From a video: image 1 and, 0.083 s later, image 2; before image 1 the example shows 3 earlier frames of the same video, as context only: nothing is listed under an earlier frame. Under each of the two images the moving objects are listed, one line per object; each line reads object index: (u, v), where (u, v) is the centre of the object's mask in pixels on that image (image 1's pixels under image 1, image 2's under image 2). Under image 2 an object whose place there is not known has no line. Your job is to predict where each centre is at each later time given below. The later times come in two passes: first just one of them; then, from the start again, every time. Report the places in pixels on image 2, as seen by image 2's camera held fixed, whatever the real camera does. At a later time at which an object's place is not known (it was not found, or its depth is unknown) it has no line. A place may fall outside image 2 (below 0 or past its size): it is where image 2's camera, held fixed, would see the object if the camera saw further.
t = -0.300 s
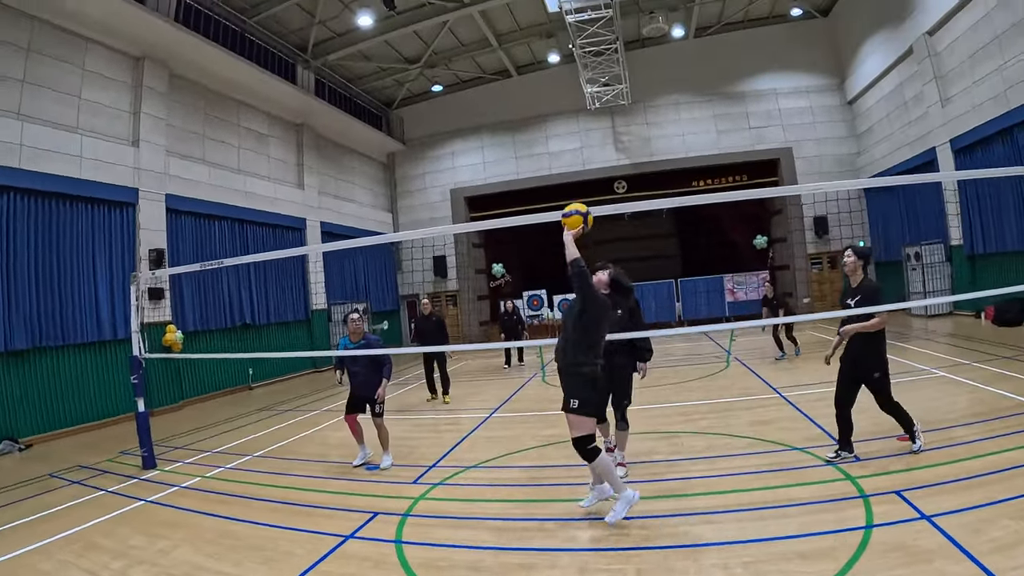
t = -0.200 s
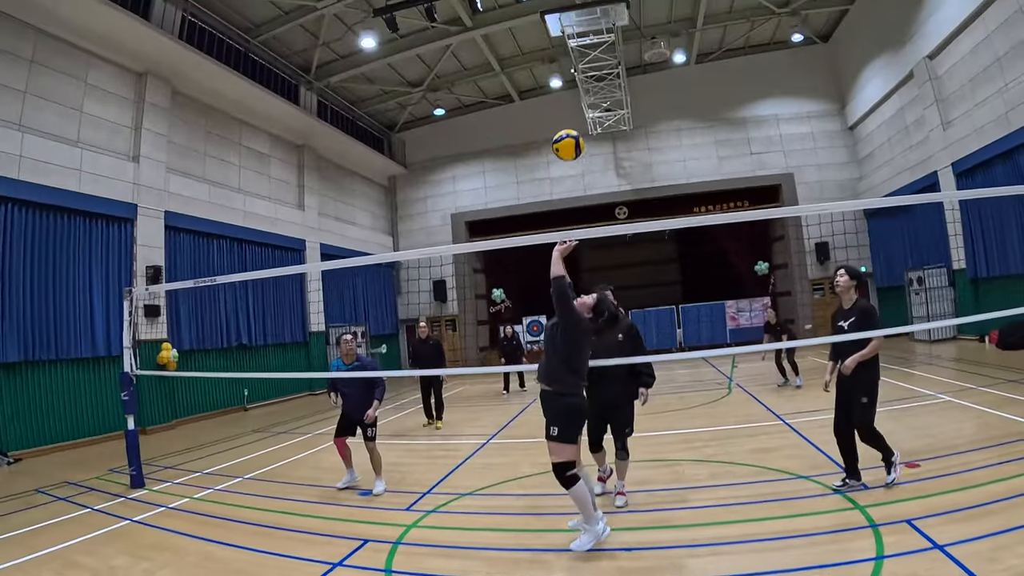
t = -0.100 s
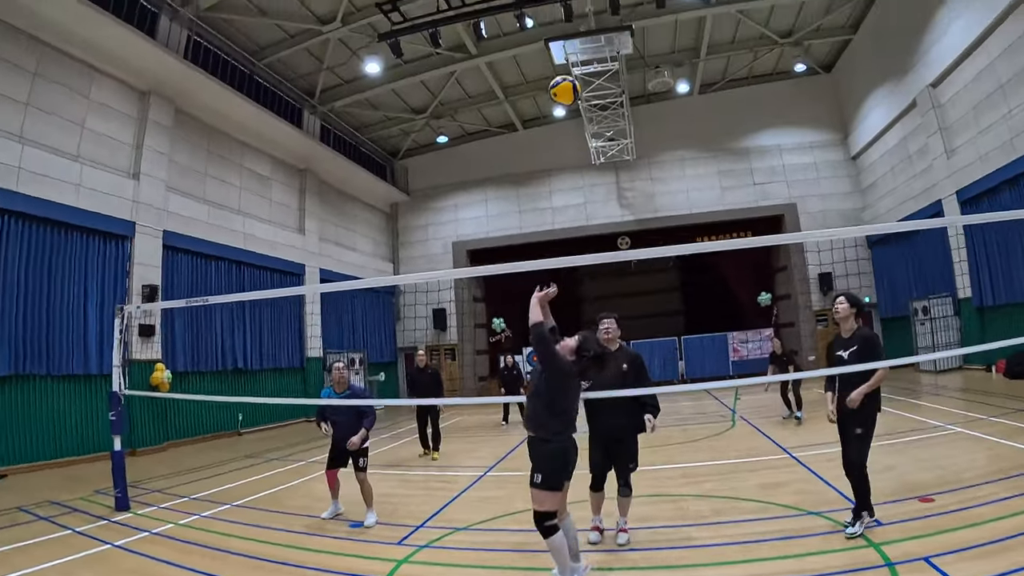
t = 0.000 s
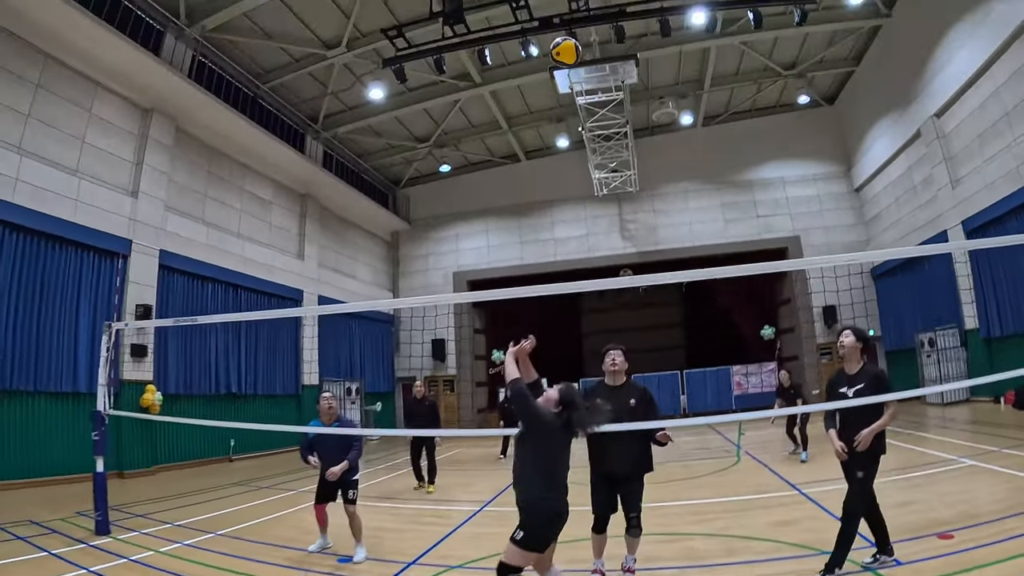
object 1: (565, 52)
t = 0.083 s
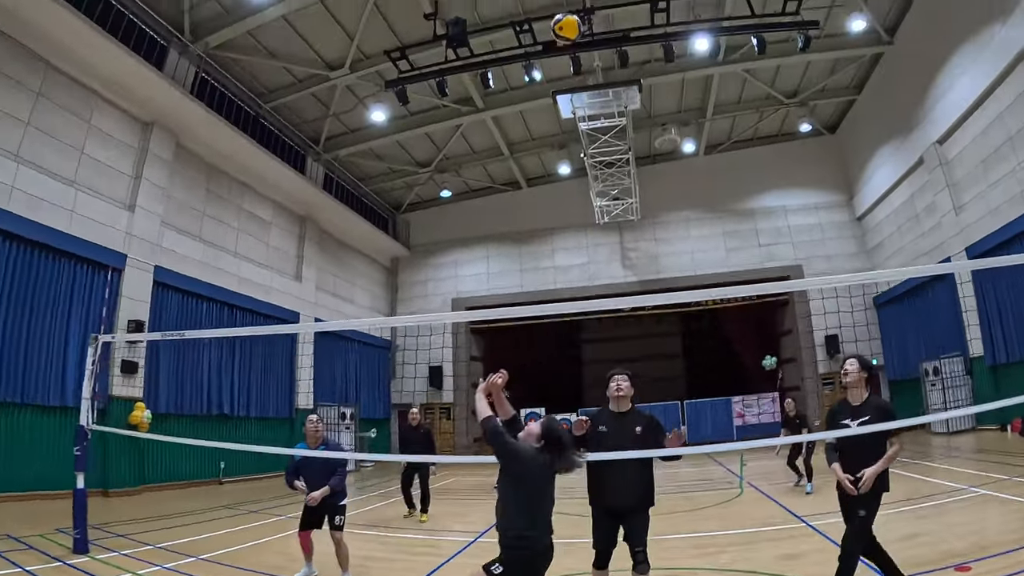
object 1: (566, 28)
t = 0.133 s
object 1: (563, 6)
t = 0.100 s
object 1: (565, 20)
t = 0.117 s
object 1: (564, 13)
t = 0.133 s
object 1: (563, 6)
